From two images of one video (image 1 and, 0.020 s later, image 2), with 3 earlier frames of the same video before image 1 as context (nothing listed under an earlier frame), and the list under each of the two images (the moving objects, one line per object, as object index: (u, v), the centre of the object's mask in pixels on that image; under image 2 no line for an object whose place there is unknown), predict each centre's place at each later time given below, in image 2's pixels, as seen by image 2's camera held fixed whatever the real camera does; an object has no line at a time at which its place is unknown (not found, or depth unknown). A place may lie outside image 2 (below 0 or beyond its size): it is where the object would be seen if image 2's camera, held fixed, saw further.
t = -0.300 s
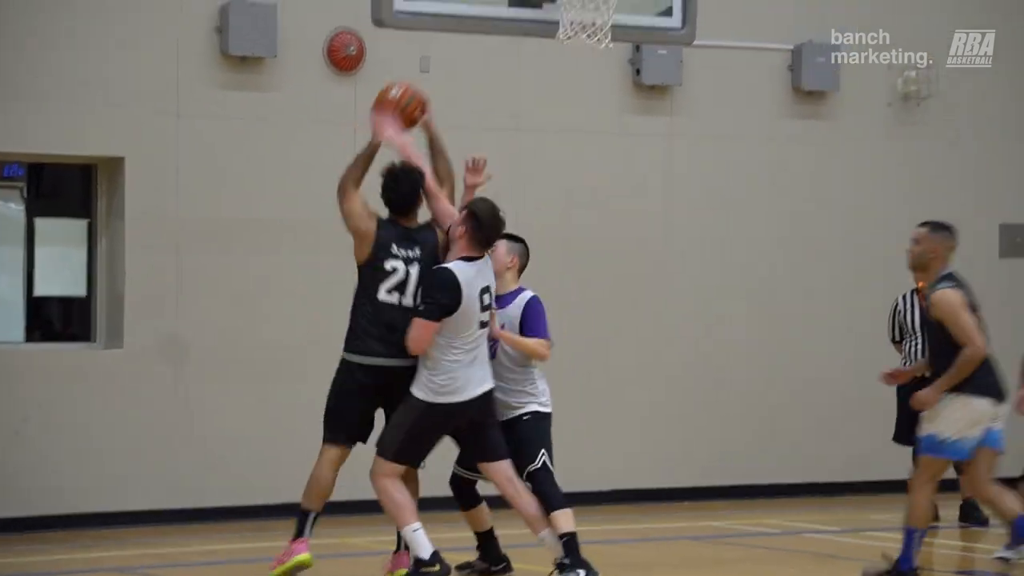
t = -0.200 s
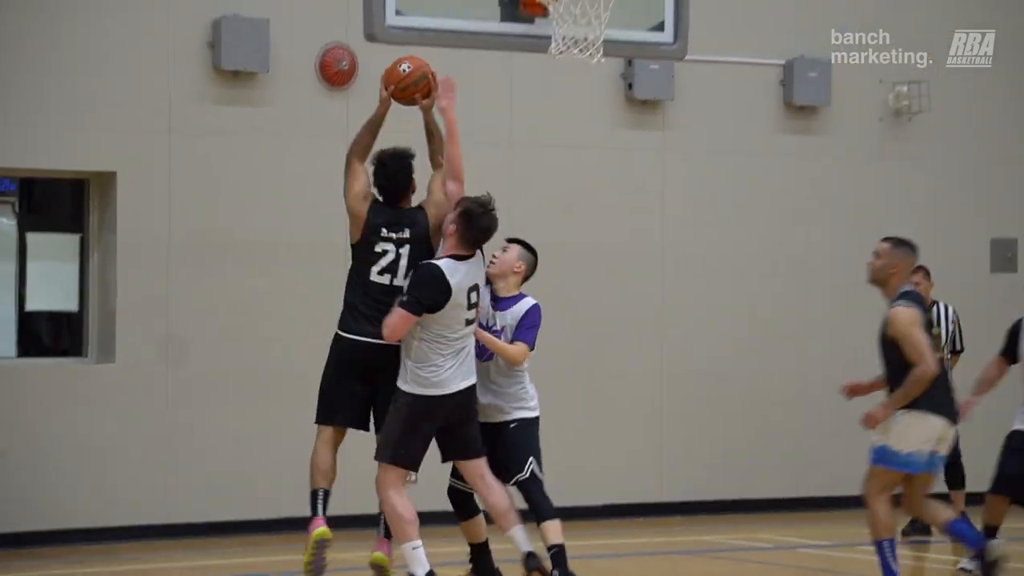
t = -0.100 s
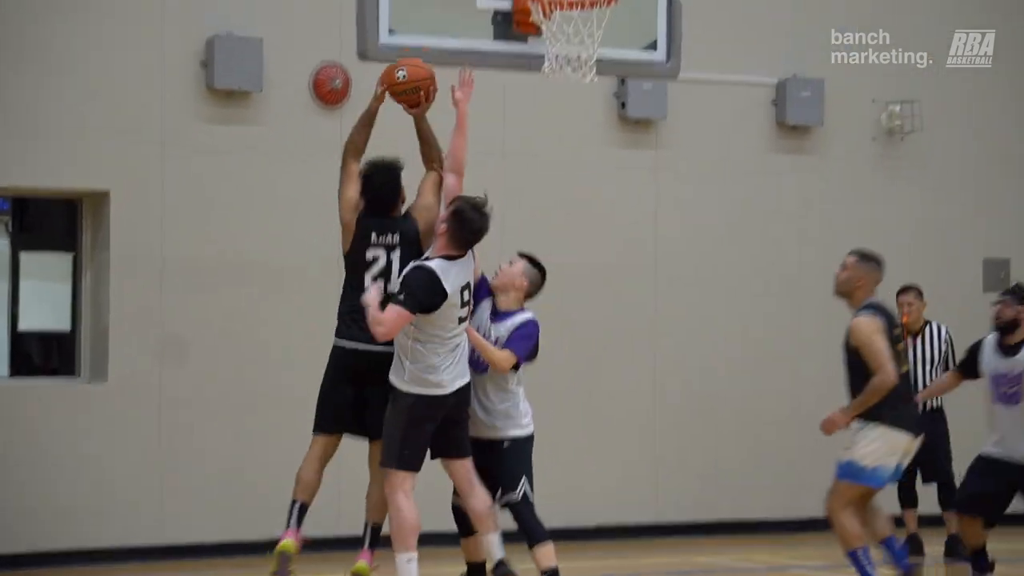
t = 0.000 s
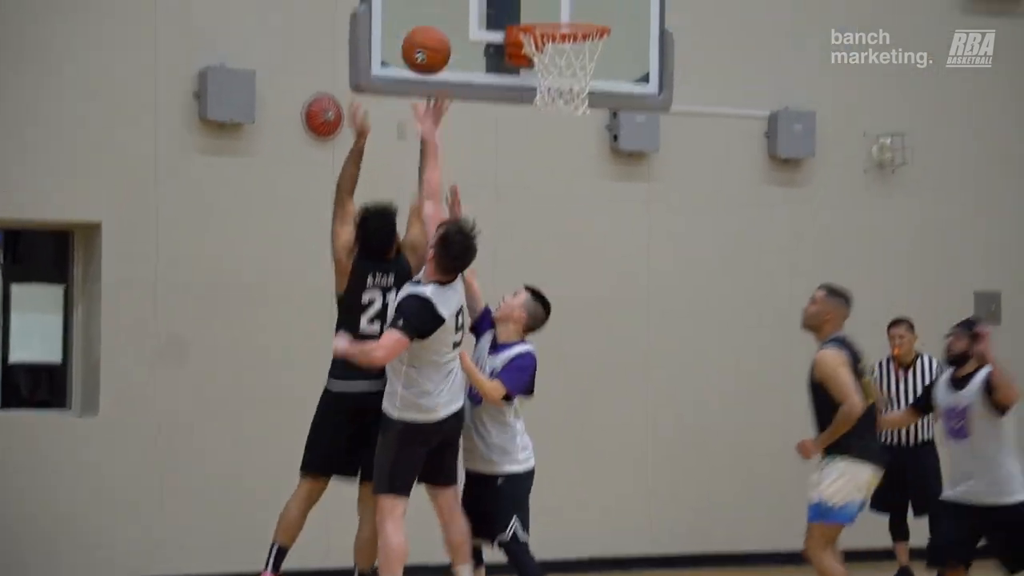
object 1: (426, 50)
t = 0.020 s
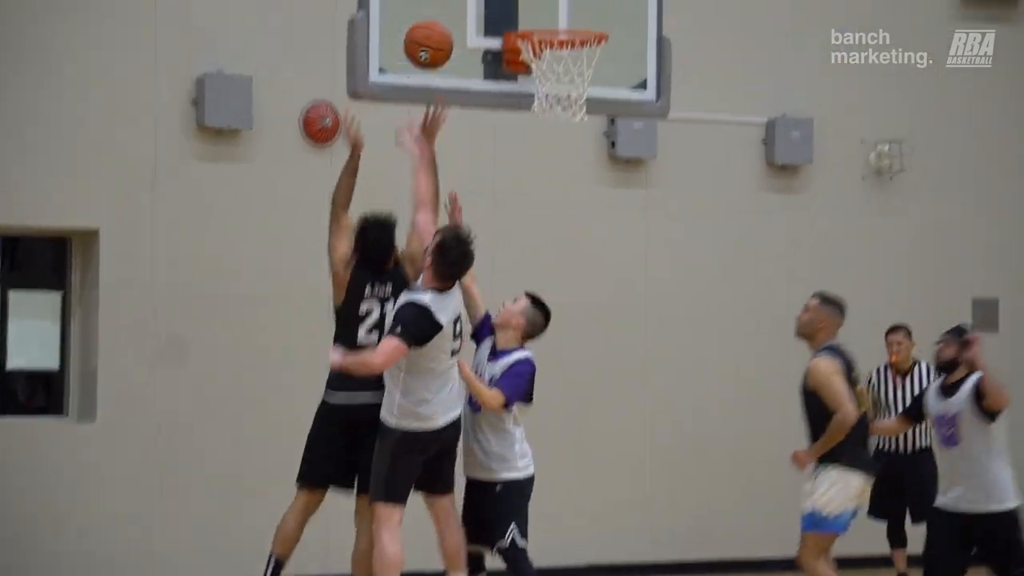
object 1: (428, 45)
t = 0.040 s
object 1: (433, 33)
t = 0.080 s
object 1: (442, 12)
